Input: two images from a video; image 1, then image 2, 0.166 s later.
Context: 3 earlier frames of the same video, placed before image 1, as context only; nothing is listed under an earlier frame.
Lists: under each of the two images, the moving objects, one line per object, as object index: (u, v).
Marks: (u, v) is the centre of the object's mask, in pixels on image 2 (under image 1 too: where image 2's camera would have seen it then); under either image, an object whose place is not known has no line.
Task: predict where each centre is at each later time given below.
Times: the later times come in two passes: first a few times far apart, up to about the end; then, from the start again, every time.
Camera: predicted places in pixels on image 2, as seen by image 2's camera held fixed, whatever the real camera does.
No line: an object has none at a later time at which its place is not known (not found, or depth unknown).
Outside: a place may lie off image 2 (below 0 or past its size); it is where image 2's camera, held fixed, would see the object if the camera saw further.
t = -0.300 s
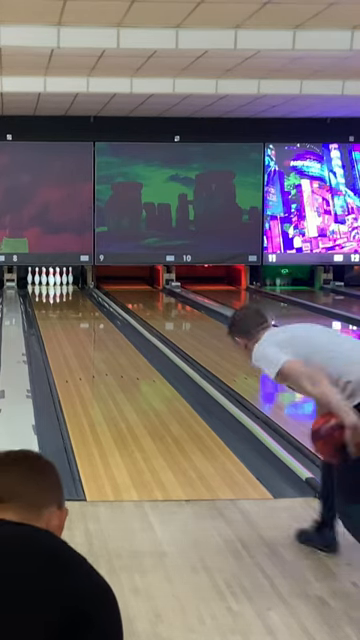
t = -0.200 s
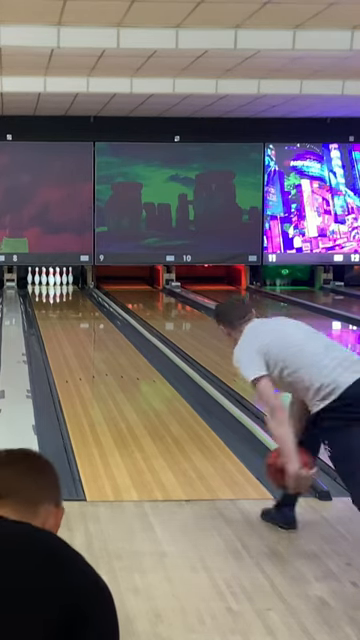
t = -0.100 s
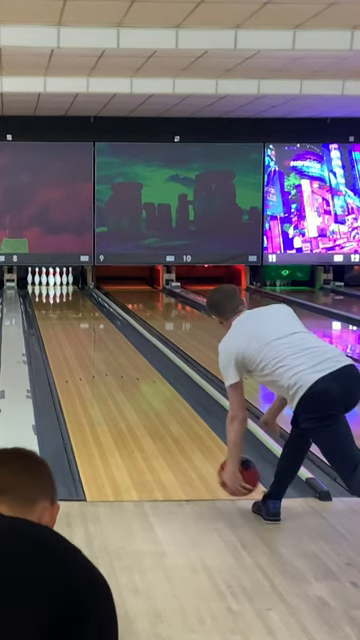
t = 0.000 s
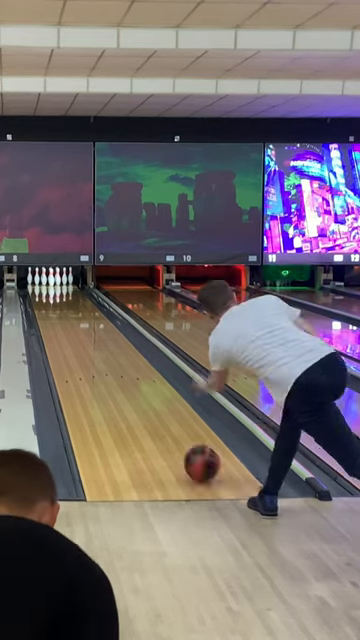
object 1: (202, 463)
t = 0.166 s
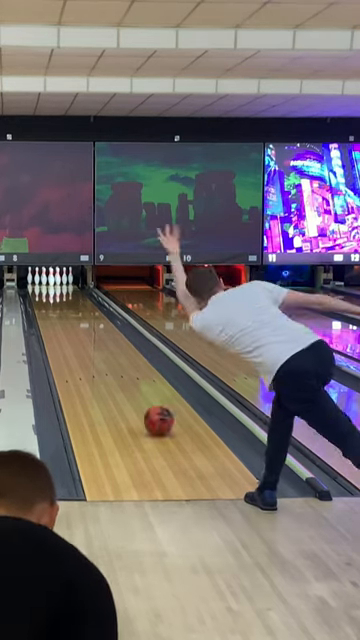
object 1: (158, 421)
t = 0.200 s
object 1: (151, 414)
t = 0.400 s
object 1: (118, 380)
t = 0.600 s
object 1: (95, 358)
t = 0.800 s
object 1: (78, 340)
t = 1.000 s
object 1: (65, 327)
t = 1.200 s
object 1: (56, 315)
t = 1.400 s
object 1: (49, 307)
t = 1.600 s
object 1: (44, 300)
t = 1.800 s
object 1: (41, 295)
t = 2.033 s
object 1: (42, 289)
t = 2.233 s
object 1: (44, 289)
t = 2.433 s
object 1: (45, 280)
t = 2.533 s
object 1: (42, 279)
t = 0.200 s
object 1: (151, 414)
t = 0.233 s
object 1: (145, 407)
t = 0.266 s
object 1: (139, 401)
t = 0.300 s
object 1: (133, 396)
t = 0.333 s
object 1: (129, 390)
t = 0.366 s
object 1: (123, 385)
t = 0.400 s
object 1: (118, 380)
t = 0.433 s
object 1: (114, 377)
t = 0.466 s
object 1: (110, 372)
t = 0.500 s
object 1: (106, 368)
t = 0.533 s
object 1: (102, 365)
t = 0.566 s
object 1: (99, 361)
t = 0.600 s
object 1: (95, 358)
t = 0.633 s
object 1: (92, 355)
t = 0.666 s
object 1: (89, 352)
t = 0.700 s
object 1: (86, 349)
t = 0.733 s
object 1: (84, 346)
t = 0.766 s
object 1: (81, 343)
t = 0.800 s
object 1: (78, 340)
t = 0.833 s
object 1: (76, 338)
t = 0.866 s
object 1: (73, 336)
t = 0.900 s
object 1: (71, 334)
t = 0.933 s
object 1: (69, 331)
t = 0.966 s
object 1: (67, 329)
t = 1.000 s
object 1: (65, 327)
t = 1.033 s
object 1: (64, 325)
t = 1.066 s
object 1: (62, 324)
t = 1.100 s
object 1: (60, 321)
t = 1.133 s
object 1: (58, 320)
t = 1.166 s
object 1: (57, 317)
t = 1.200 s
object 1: (56, 315)
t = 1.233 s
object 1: (54, 314)
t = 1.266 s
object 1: (53, 312)
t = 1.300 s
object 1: (52, 311)
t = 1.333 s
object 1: (51, 310)
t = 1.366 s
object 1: (50, 309)
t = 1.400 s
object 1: (49, 307)
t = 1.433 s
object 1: (49, 306)
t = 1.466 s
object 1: (47, 305)
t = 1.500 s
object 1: (47, 303)
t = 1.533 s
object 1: (45, 302)
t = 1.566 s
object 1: (45, 301)
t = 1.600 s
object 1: (44, 300)
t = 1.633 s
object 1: (43, 298)
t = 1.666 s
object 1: (42, 298)
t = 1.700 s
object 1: (43, 297)
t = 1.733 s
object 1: (42, 296)
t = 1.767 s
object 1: (42, 296)
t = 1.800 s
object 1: (41, 295)
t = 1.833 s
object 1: (41, 294)
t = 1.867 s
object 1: (41, 293)
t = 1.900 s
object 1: (41, 292)
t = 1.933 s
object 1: (41, 291)
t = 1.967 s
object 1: (41, 290)
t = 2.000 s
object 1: (42, 290)
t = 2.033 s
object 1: (42, 289)
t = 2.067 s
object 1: (42, 288)
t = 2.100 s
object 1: (43, 286)
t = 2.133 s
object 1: (43, 288)
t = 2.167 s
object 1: (43, 291)
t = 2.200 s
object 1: (43, 290)
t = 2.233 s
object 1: (44, 289)
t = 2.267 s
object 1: (44, 289)
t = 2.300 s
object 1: (46, 284)
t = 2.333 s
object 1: (46, 282)
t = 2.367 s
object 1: (45, 281)
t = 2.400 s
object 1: (45, 281)
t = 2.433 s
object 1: (45, 280)
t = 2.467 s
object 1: (44, 279)
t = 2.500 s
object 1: (44, 280)
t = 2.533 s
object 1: (42, 279)
